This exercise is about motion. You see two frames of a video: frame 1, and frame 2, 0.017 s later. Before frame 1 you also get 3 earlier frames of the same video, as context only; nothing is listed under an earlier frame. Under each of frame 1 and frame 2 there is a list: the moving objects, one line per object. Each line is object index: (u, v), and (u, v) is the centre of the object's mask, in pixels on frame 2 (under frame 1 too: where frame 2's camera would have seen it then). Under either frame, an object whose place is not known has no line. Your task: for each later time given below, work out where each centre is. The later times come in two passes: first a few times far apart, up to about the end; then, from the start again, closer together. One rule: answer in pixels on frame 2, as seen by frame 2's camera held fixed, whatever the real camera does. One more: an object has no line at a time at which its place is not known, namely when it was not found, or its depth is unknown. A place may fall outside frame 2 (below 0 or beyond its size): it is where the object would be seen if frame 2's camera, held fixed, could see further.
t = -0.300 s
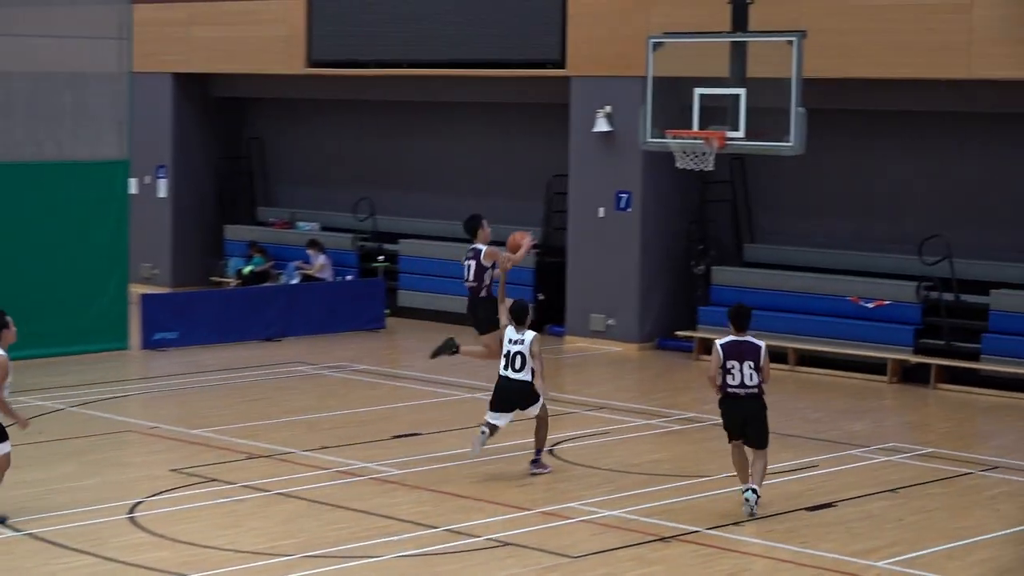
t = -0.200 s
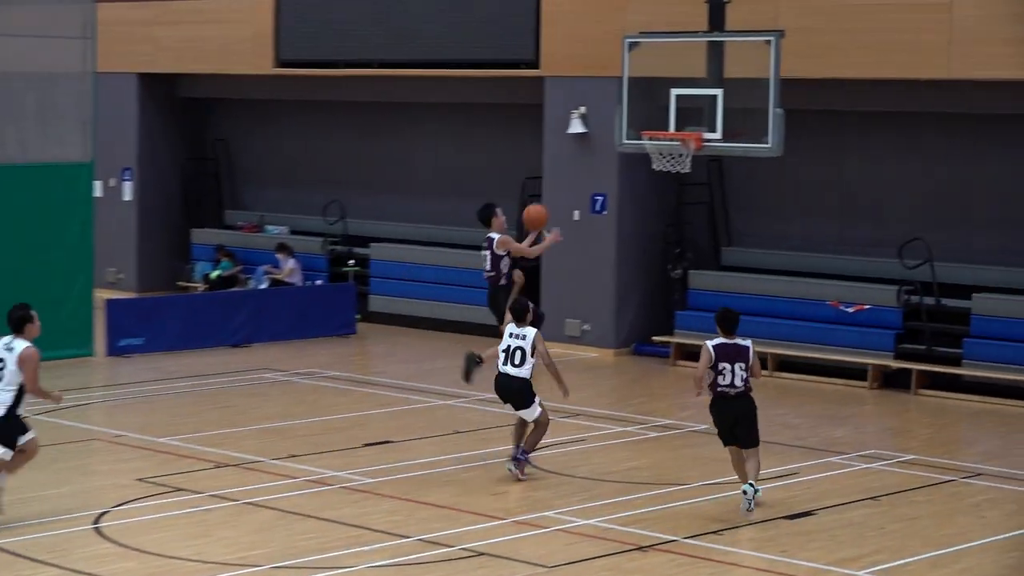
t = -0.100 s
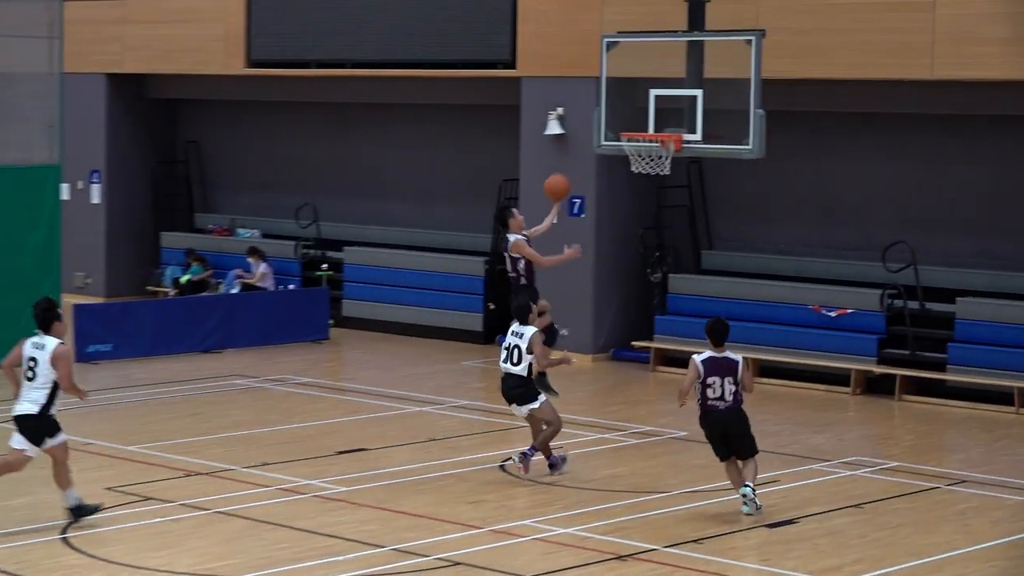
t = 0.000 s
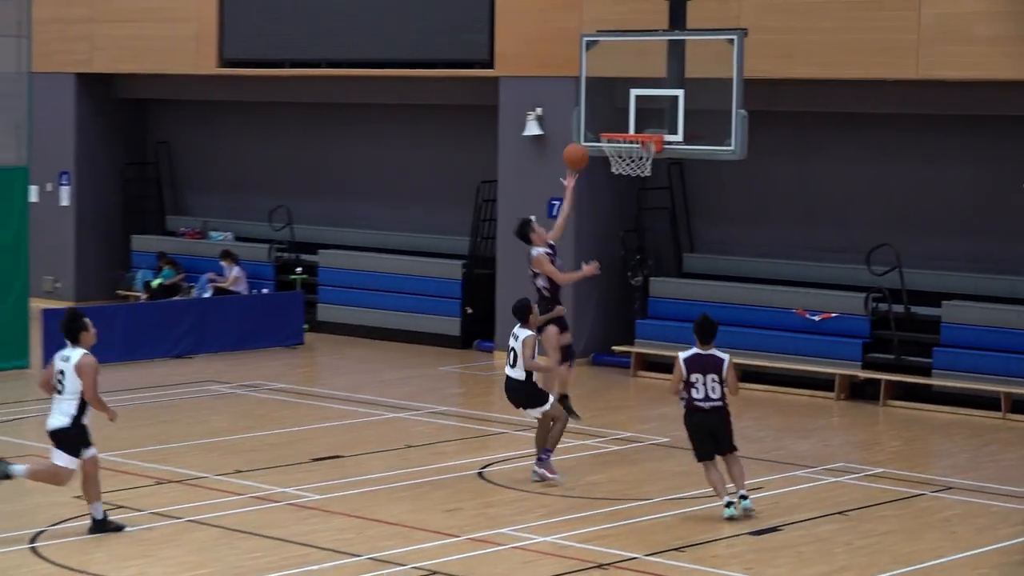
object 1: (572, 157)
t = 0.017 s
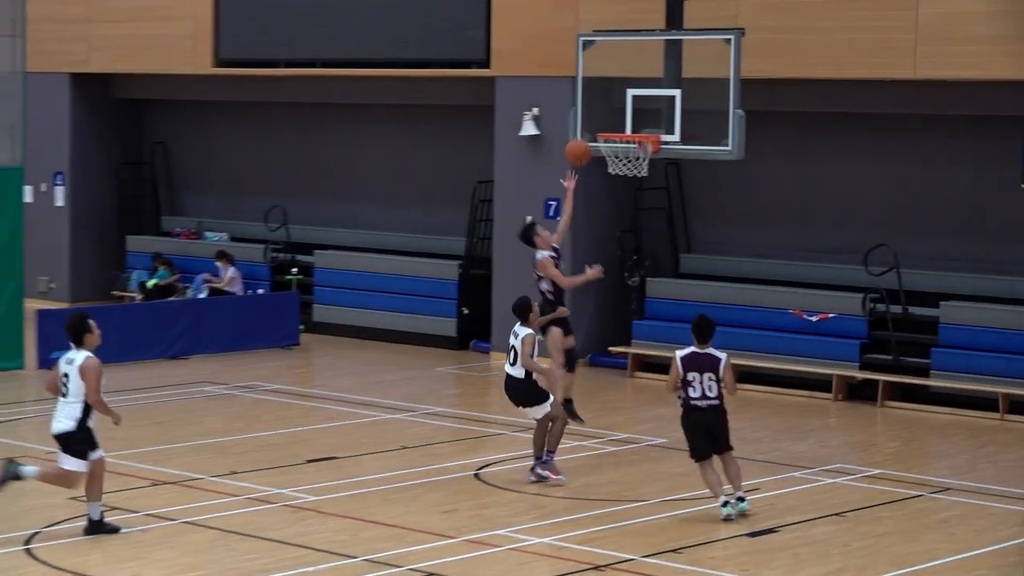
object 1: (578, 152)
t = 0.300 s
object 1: (617, 109)
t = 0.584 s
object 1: (614, 153)
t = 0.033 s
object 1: (584, 147)
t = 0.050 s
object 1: (588, 143)
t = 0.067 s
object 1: (593, 137)
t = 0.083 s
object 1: (600, 130)
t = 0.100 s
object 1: (608, 127)
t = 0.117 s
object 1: (614, 125)
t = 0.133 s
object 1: (617, 123)
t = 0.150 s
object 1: (617, 121)
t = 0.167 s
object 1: (617, 119)
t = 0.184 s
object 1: (617, 117)
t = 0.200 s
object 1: (617, 115)
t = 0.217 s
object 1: (617, 114)
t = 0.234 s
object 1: (617, 112)
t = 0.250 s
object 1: (617, 111)
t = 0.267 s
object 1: (617, 110)
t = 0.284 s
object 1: (617, 110)
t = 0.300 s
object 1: (617, 109)
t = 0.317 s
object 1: (617, 110)
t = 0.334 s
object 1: (616, 110)
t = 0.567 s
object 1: (614, 147)
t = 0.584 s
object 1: (614, 153)
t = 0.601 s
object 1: (614, 159)
